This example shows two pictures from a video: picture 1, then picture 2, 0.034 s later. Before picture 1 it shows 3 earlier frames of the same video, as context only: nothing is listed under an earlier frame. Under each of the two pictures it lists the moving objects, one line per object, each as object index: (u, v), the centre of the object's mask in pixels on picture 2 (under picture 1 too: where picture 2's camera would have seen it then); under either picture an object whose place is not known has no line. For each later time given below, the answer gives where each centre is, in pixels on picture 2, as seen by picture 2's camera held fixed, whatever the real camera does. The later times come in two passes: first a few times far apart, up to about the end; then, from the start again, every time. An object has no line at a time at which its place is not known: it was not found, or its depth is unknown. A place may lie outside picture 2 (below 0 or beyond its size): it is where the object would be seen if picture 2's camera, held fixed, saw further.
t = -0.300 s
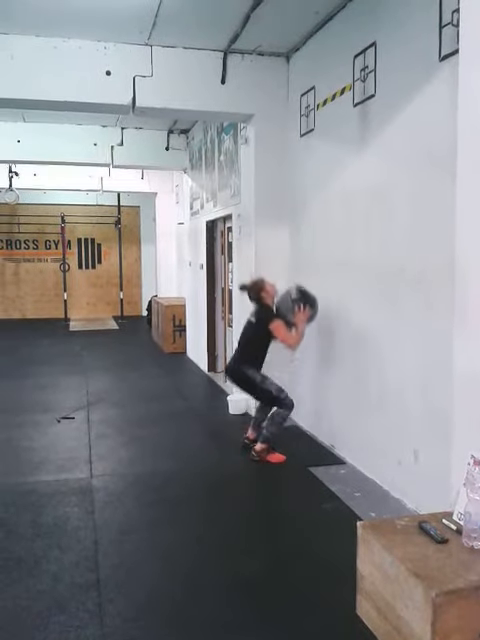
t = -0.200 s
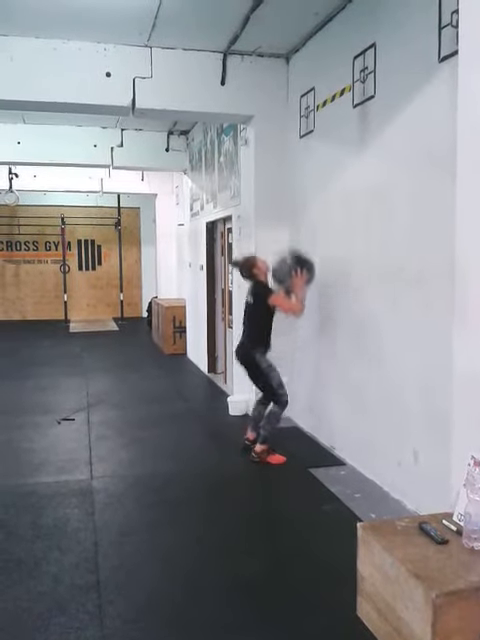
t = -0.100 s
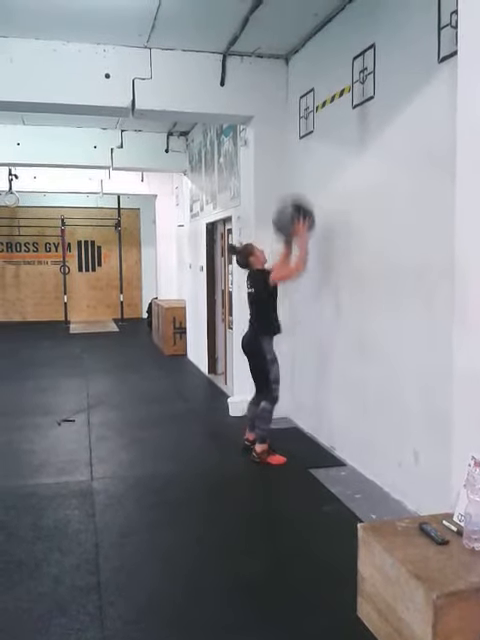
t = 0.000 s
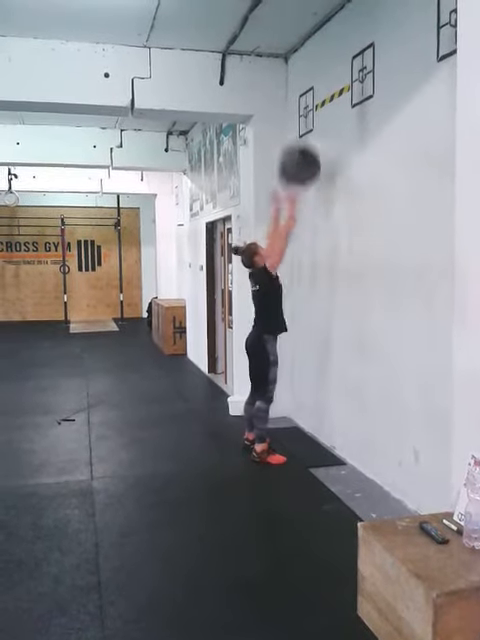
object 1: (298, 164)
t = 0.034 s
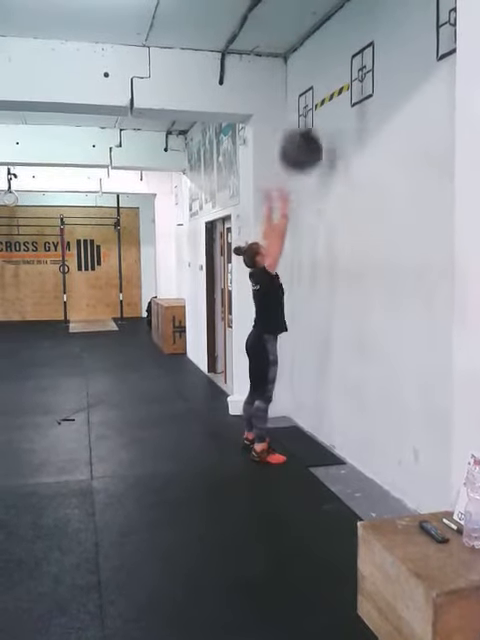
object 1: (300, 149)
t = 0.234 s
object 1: (308, 90)
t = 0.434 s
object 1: (301, 88)
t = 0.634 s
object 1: (297, 139)
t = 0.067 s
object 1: (302, 136)
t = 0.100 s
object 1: (304, 123)
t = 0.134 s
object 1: (307, 112)
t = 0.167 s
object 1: (309, 102)
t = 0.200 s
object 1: (311, 94)
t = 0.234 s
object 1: (308, 90)
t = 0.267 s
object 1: (306, 86)
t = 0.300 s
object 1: (305, 83)
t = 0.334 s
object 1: (304, 82)
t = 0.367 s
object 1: (304, 82)
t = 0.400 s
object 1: (304, 84)
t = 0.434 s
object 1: (301, 88)
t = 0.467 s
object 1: (300, 92)
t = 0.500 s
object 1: (299, 99)
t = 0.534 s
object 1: (299, 107)
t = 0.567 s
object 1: (299, 116)
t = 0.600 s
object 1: (298, 127)
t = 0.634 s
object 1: (297, 139)
